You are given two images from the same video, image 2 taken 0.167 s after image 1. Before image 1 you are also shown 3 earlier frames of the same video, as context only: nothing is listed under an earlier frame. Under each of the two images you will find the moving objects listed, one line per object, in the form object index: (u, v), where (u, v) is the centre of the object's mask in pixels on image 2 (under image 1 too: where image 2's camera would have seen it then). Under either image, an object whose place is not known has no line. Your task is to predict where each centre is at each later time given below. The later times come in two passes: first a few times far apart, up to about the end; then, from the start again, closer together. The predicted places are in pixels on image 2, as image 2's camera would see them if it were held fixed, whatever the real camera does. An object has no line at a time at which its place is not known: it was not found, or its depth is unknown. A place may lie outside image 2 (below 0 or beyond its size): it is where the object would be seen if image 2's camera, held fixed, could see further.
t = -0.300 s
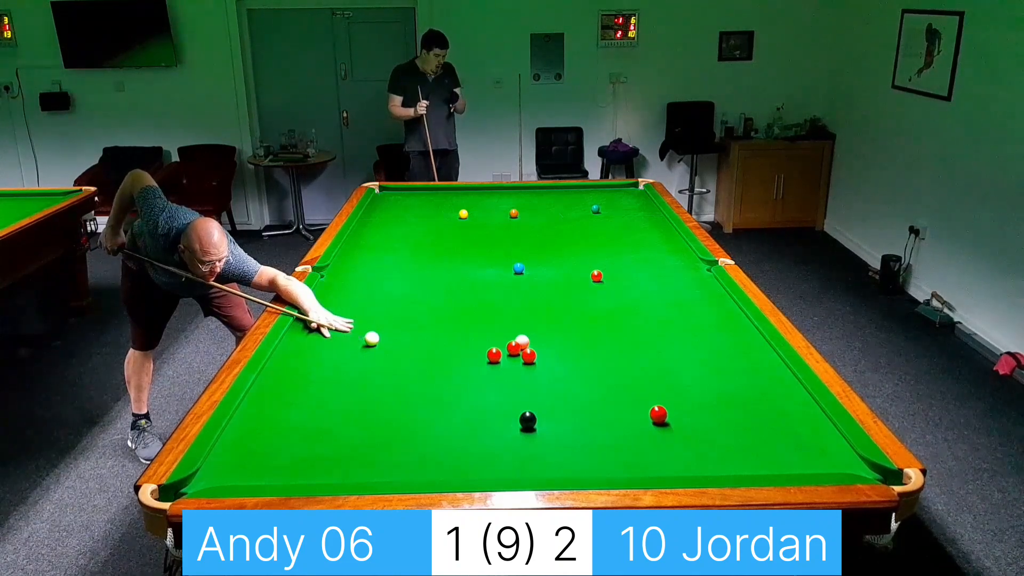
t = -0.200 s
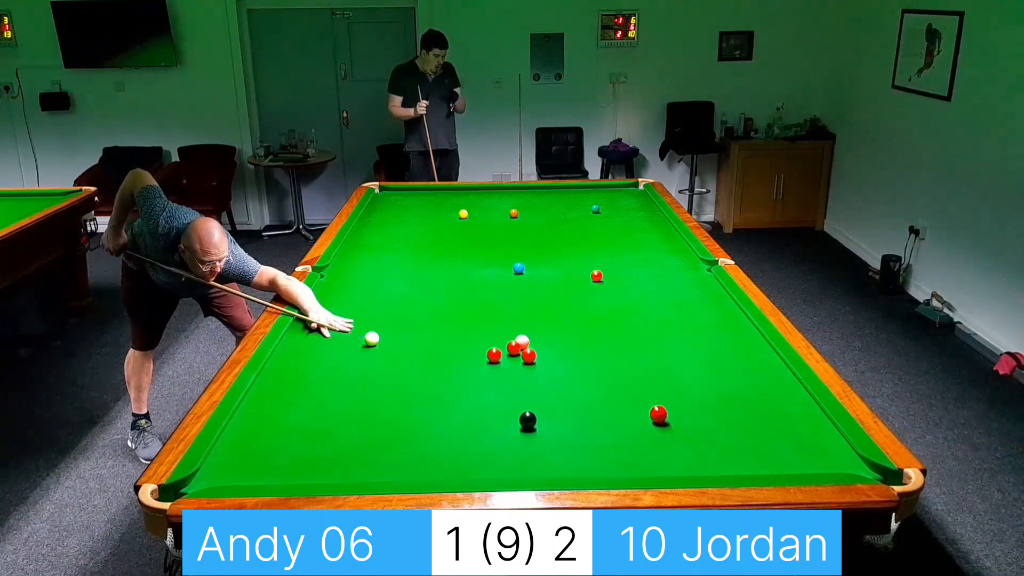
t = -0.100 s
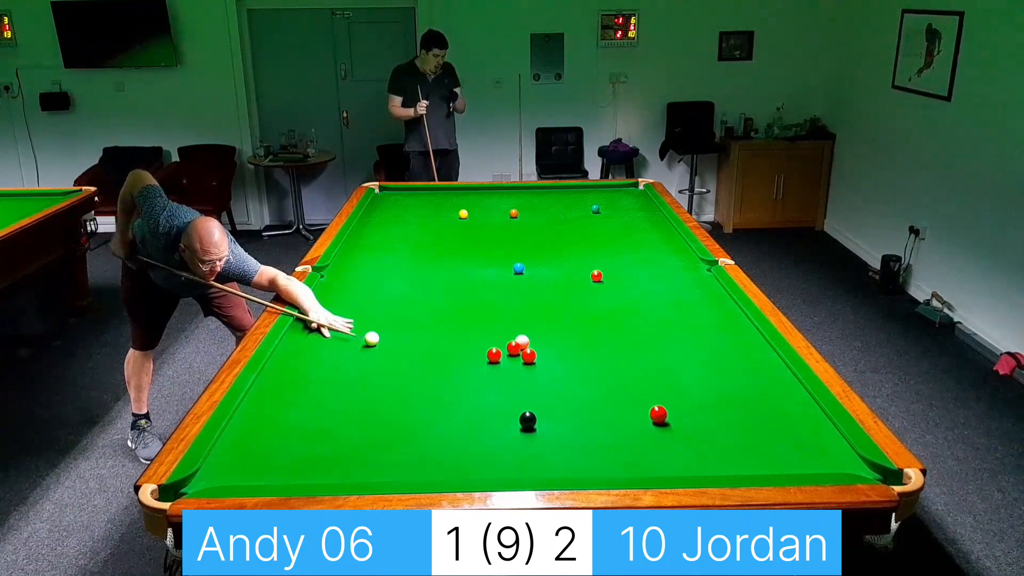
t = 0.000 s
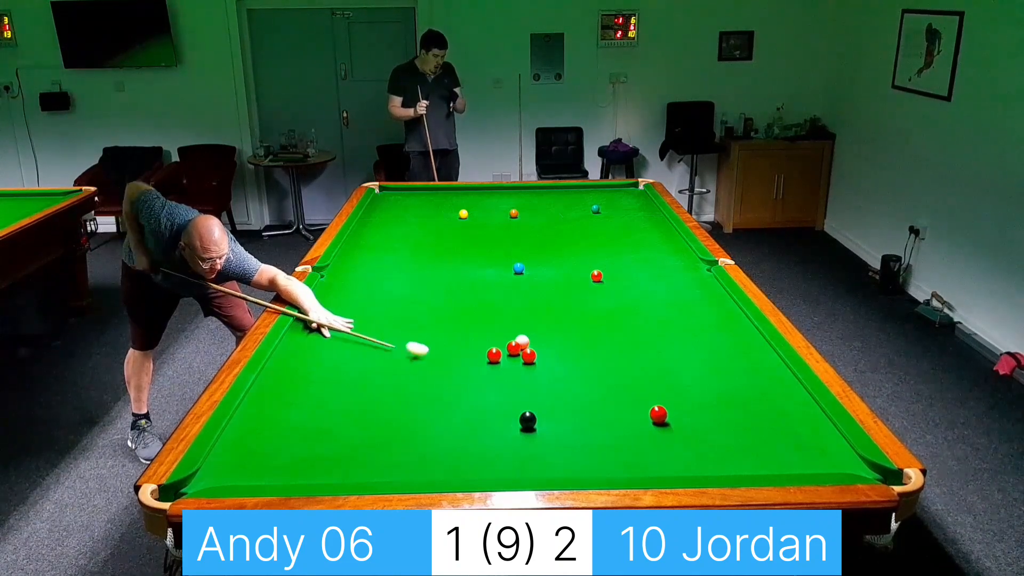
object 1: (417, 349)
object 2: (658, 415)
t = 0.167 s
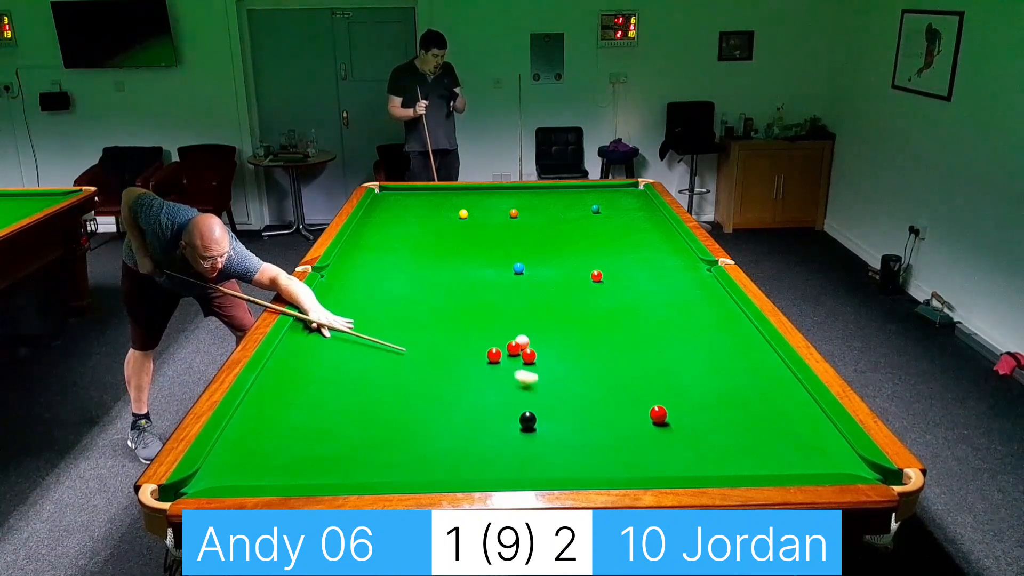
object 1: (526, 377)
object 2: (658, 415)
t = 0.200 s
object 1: (547, 382)
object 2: (658, 415)
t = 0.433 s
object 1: (644, 411)
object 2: (715, 429)
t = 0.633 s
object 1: (650, 413)
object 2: (828, 458)
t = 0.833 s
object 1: (655, 414)
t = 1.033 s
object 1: (659, 416)
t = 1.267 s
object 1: (663, 417)
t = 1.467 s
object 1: (664, 417)
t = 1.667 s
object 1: (665, 417)
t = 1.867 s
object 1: (665, 417)
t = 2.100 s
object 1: (665, 417)
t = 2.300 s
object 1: (665, 417)
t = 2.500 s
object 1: (665, 417)
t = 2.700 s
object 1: (665, 417)
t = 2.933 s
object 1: (665, 417)
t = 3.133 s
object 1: (665, 417)
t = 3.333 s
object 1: (665, 417)
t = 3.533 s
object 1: (665, 417)
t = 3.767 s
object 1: (665, 418)
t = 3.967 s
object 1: (665, 417)
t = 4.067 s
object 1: (665, 418)
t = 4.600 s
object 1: (665, 418)
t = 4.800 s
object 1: (665, 418)
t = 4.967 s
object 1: (665, 418)
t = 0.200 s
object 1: (547, 382)
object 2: (658, 415)
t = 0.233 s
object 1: (570, 388)
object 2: (658, 415)
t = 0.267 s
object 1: (591, 395)
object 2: (658, 415)
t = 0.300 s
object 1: (613, 400)
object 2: (658, 415)
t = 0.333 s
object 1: (635, 407)
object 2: (658, 415)
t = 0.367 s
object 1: (642, 410)
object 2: (673, 418)
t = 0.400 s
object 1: (643, 410)
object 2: (694, 423)
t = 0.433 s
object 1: (644, 411)
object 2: (715, 429)
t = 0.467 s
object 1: (645, 411)
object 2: (735, 434)
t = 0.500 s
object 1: (646, 411)
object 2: (755, 439)
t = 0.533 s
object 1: (647, 412)
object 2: (775, 445)
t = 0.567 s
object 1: (648, 412)
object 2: (793, 449)
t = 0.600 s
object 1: (649, 412)
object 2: (811, 453)
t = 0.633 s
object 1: (650, 413)
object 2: (828, 458)
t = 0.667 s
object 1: (651, 413)
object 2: (845, 462)
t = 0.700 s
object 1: (652, 413)
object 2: (865, 467)
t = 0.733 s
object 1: (652, 414)
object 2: (877, 473)
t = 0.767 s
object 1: (653, 414)
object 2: (884, 479)
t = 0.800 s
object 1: (654, 414)
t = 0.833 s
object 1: (655, 414)
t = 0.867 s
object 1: (655, 415)
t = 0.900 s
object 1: (656, 415)
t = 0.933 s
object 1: (657, 415)
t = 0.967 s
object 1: (658, 415)
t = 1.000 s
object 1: (658, 416)
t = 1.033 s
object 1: (659, 416)
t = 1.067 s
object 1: (660, 416)
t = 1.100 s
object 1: (660, 416)
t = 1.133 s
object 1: (661, 416)
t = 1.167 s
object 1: (661, 416)
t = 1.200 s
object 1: (662, 416)
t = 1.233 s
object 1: (662, 417)
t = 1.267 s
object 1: (663, 417)
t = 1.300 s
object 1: (663, 417)
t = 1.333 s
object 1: (663, 417)
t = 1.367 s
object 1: (664, 417)
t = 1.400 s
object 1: (664, 417)
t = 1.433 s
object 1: (664, 417)
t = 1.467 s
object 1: (664, 417)
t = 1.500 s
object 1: (664, 417)
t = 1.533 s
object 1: (665, 417)
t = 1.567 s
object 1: (665, 417)
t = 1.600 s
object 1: (665, 417)
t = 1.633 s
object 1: (665, 417)
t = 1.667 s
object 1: (665, 417)
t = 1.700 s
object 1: (665, 417)
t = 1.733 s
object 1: (665, 417)
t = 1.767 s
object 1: (665, 417)
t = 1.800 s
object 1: (665, 417)
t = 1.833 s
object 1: (665, 417)
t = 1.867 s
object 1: (665, 417)
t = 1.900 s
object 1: (665, 417)
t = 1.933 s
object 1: (665, 417)
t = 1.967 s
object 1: (665, 417)
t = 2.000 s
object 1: (665, 417)
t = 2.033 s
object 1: (665, 417)
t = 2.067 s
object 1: (665, 417)
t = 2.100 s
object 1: (665, 417)
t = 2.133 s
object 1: (665, 417)
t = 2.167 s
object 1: (665, 417)
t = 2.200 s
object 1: (665, 417)
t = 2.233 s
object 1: (665, 417)
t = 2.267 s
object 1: (665, 417)
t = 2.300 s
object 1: (665, 417)
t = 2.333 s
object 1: (665, 417)
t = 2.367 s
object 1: (665, 417)
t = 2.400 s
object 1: (665, 417)
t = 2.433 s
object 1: (665, 417)
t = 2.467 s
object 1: (665, 417)
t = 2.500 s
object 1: (665, 417)
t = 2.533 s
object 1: (665, 417)
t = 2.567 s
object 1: (665, 417)
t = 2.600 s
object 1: (665, 417)
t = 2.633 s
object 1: (665, 417)
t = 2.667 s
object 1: (665, 417)
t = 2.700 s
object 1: (665, 417)
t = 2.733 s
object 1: (665, 417)
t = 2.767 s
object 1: (665, 417)
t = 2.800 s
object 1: (665, 417)
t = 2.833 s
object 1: (665, 417)
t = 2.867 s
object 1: (665, 417)
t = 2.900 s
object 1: (665, 417)
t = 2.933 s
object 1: (665, 417)
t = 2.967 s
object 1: (665, 417)
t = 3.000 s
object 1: (665, 417)
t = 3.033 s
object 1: (665, 417)
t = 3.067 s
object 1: (665, 417)
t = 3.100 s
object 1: (665, 417)
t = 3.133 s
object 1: (665, 417)
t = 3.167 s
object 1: (665, 417)
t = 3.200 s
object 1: (665, 417)
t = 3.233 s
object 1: (665, 417)
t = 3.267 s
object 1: (665, 417)
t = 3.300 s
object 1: (665, 417)
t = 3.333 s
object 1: (665, 417)
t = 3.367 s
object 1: (665, 417)
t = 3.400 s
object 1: (665, 417)
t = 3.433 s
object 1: (665, 417)
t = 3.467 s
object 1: (665, 417)
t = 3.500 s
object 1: (665, 417)
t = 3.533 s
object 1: (665, 417)
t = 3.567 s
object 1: (665, 417)
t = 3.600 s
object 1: (665, 417)
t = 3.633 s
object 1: (665, 417)
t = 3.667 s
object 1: (665, 418)
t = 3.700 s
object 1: (665, 418)
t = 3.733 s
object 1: (665, 418)
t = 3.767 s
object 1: (665, 418)
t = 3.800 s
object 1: (665, 418)
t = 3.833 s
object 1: (665, 418)
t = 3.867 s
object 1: (665, 418)
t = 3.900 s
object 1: (665, 418)
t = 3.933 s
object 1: (665, 418)
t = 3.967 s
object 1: (665, 417)
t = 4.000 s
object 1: (665, 418)
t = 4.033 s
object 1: (665, 418)
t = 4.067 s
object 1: (665, 418)
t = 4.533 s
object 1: (665, 418)
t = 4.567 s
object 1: (665, 418)
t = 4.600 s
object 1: (665, 418)
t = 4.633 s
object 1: (665, 418)
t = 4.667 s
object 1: (665, 418)
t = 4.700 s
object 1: (665, 417)
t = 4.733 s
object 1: (665, 418)
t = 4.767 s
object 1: (665, 418)
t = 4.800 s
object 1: (665, 418)
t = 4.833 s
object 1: (665, 418)
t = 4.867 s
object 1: (665, 418)
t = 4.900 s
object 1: (665, 418)
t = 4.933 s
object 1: (665, 418)
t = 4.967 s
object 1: (665, 418)
